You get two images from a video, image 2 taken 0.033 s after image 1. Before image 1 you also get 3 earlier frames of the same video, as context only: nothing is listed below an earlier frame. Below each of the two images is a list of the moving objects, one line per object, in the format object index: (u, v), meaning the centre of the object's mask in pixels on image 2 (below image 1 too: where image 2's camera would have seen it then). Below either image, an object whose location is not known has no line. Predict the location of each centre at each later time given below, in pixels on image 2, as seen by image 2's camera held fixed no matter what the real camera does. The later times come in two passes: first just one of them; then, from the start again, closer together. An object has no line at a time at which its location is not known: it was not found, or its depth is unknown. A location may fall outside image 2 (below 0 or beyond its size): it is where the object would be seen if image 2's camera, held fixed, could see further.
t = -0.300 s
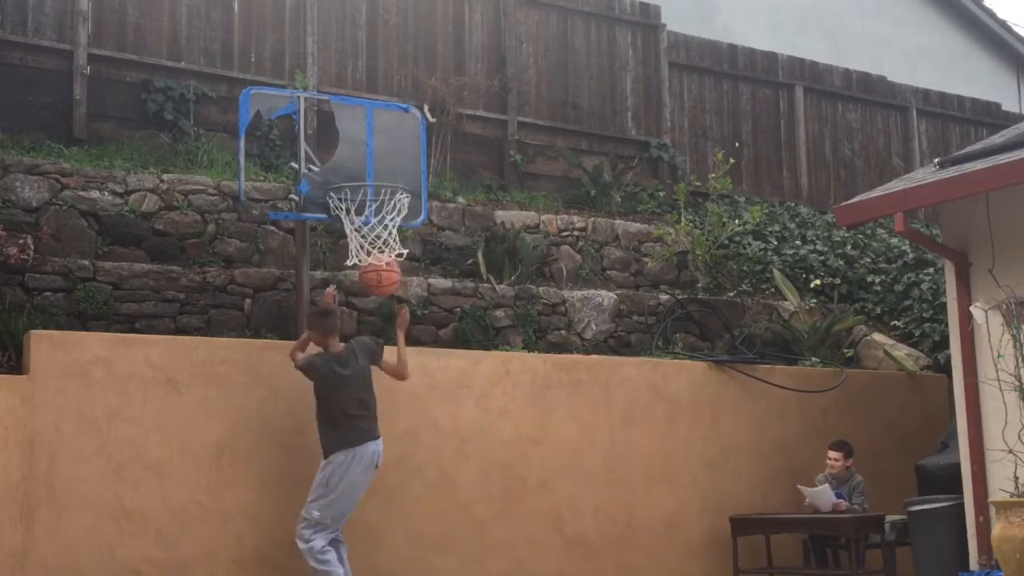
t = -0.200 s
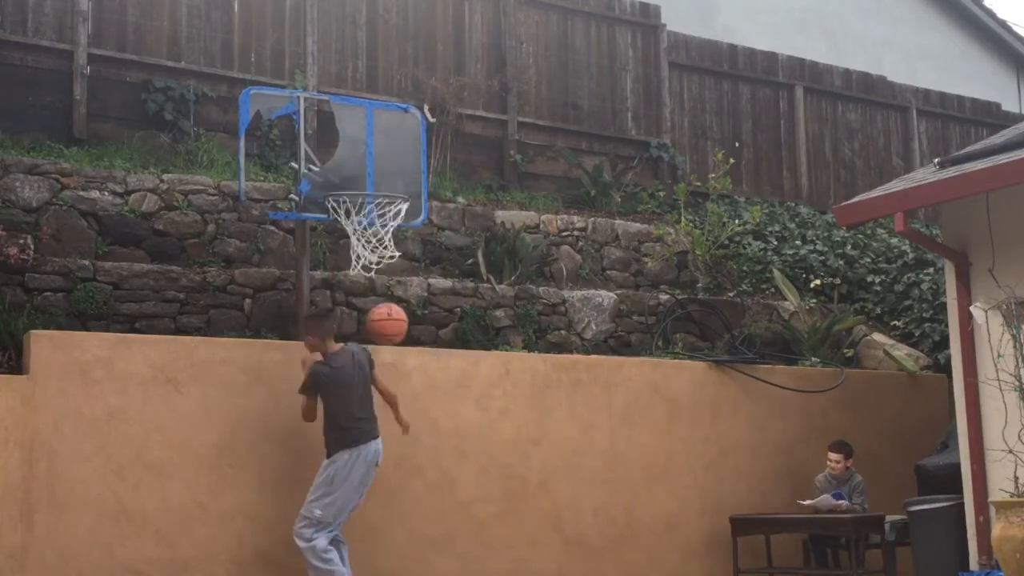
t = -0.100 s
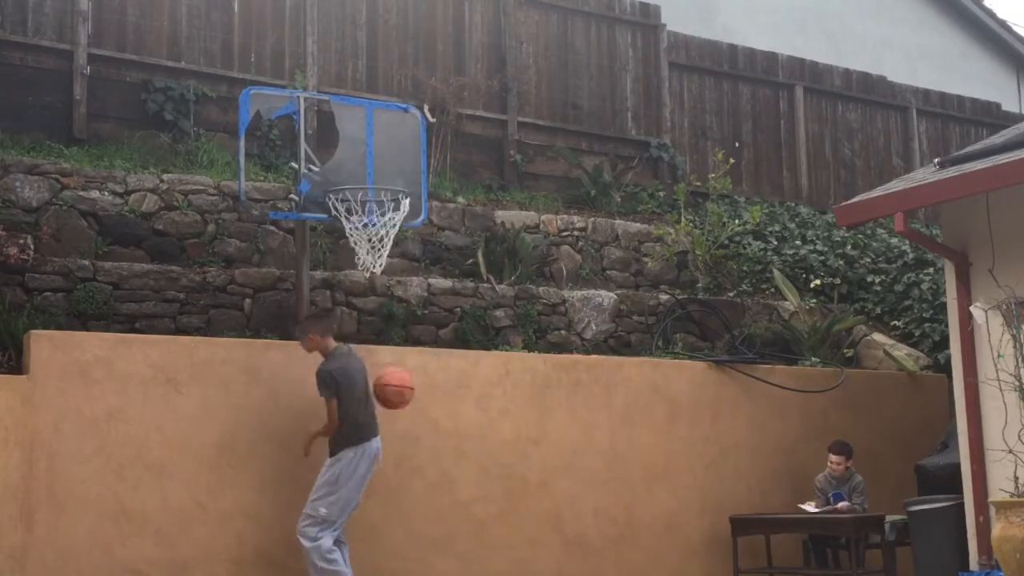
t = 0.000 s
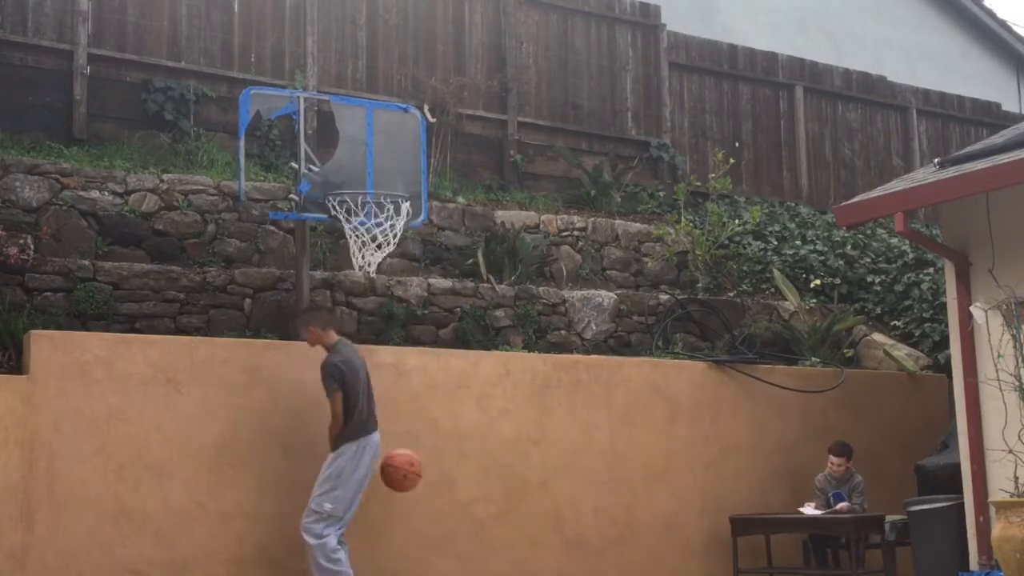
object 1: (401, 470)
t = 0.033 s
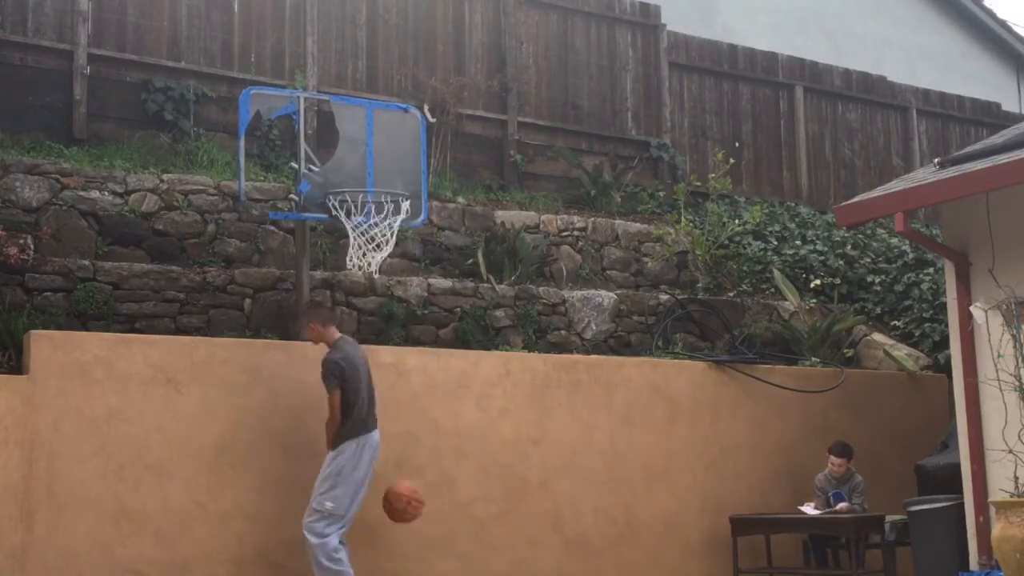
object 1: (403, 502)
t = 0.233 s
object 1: (414, 523)
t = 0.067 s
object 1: (405, 535)
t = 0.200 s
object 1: (413, 545)
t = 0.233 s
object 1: (414, 523)
